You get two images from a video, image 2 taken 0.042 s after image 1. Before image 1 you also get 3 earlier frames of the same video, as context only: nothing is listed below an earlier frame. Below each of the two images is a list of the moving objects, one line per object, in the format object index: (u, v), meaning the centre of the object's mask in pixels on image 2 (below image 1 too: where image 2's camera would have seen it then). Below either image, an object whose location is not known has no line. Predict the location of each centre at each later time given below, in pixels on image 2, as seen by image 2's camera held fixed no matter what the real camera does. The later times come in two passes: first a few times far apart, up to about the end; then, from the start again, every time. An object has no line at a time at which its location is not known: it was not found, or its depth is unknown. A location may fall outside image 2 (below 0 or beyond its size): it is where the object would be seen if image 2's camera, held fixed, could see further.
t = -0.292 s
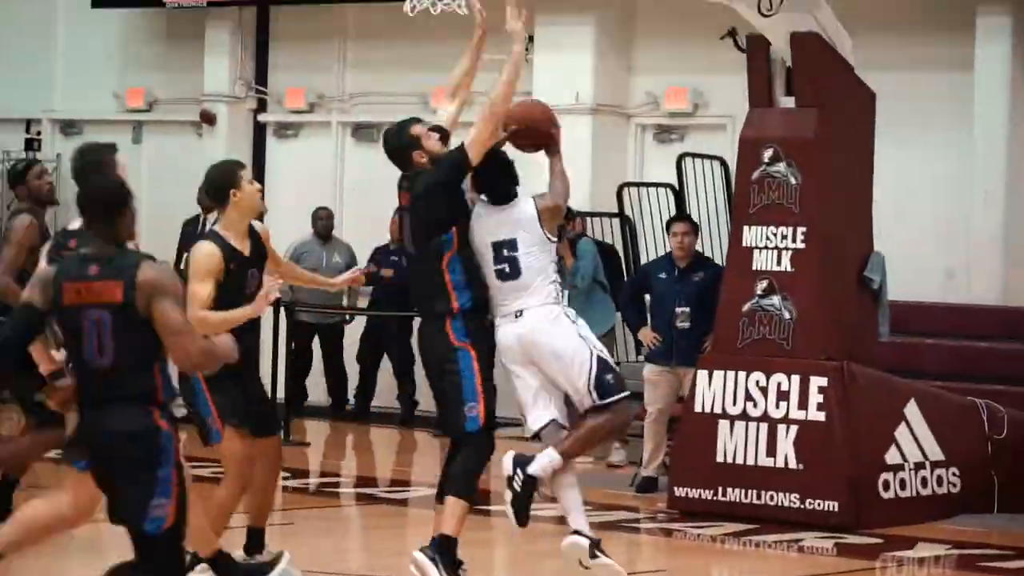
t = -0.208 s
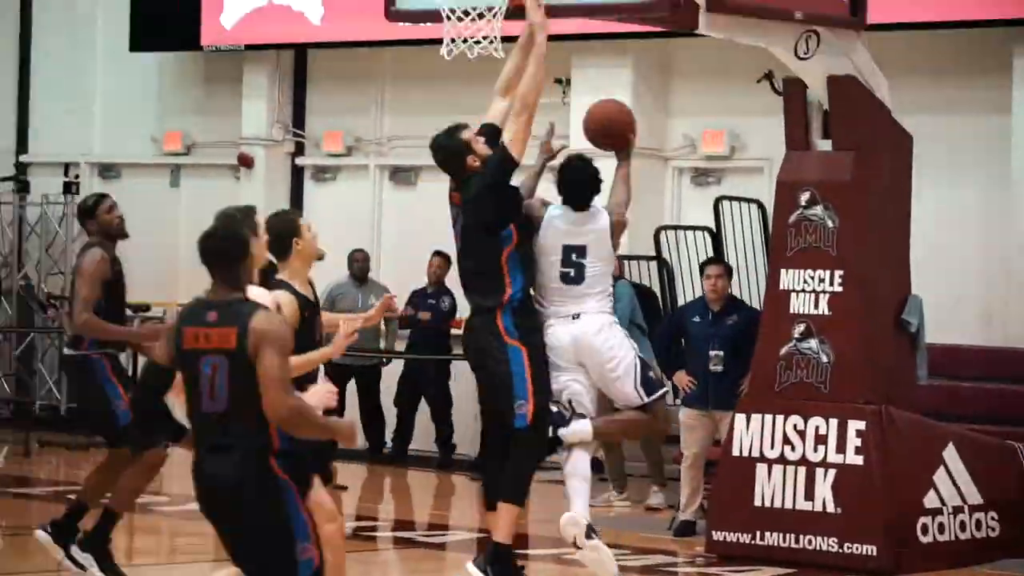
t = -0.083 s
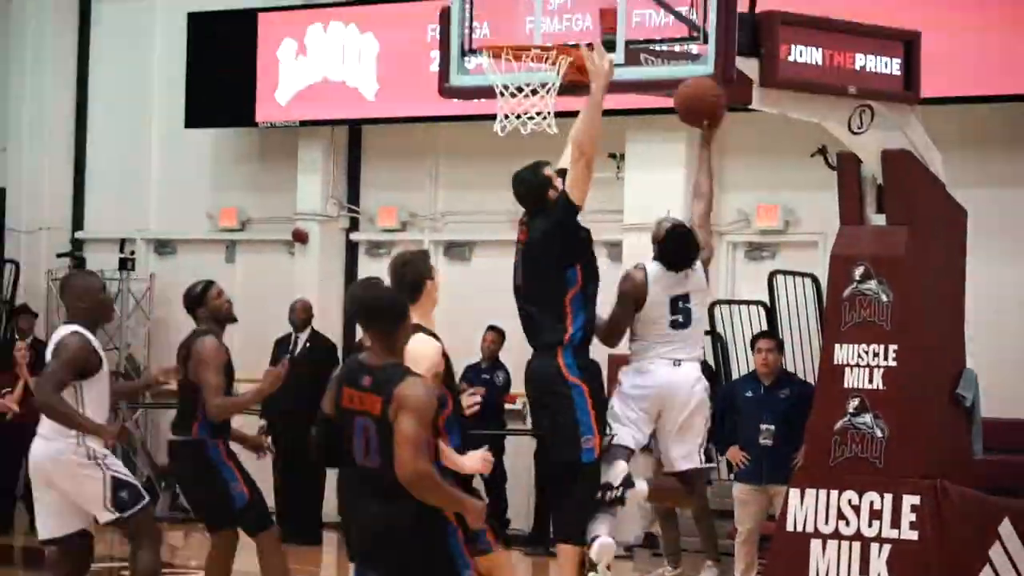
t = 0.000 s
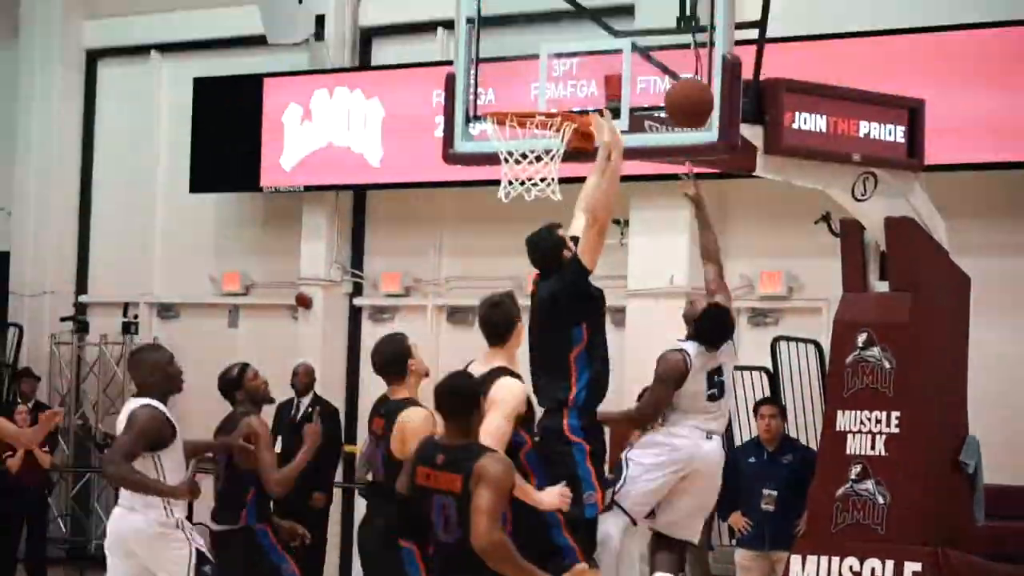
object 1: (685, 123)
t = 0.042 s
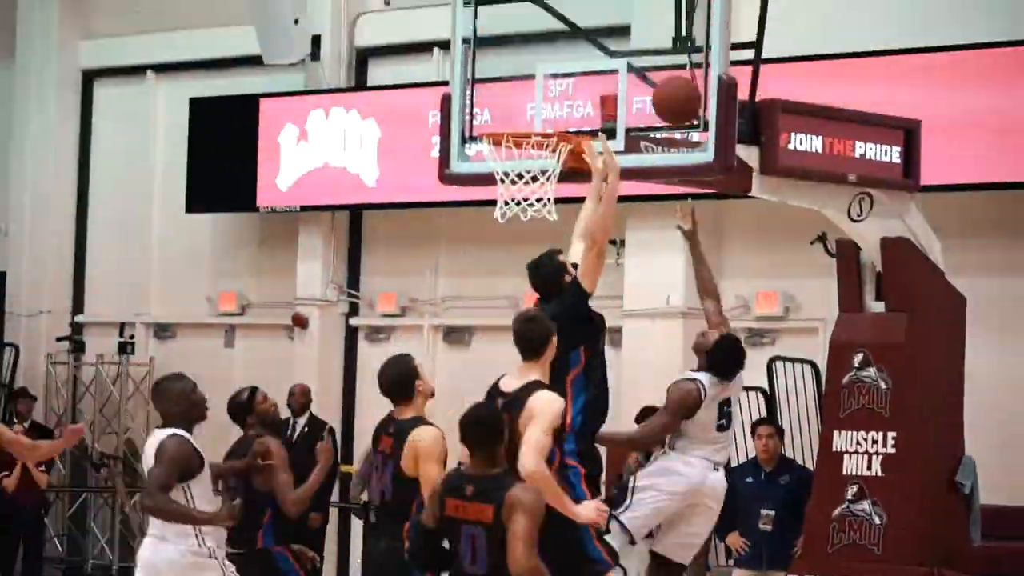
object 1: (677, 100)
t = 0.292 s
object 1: (617, 30)
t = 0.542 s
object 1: (526, 62)
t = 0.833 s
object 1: (501, 88)
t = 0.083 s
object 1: (669, 80)
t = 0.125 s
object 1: (661, 65)
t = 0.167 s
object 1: (652, 53)
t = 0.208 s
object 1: (644, 44)
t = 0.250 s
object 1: (635, 37)
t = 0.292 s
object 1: (617, 30)
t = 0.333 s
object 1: (602, 26)
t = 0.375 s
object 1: (587, 27)
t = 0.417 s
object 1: (572, 31)
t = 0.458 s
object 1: (556, 37)
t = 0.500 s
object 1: (541, 48)
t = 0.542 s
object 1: (526, 62)
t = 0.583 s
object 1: (508, 83)
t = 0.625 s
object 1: (493, 104)
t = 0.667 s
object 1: (488, 109)
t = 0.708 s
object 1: (491, 99)
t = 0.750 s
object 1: (494, 92)
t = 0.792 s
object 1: (497, 88)
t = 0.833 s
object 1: (501, 88)
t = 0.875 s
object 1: (504, 92)
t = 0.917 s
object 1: (507, 99)
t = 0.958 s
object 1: (510, 109)
